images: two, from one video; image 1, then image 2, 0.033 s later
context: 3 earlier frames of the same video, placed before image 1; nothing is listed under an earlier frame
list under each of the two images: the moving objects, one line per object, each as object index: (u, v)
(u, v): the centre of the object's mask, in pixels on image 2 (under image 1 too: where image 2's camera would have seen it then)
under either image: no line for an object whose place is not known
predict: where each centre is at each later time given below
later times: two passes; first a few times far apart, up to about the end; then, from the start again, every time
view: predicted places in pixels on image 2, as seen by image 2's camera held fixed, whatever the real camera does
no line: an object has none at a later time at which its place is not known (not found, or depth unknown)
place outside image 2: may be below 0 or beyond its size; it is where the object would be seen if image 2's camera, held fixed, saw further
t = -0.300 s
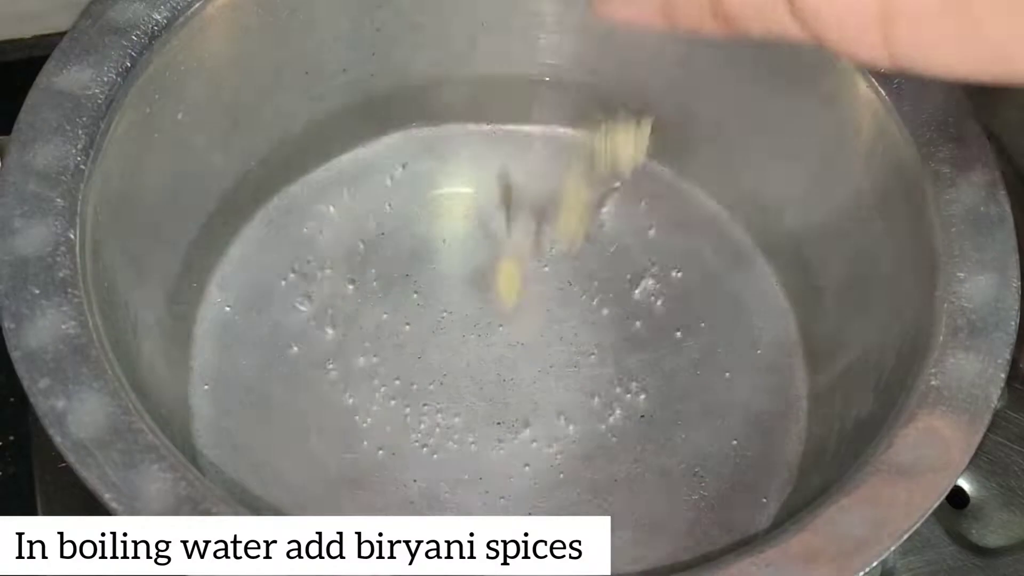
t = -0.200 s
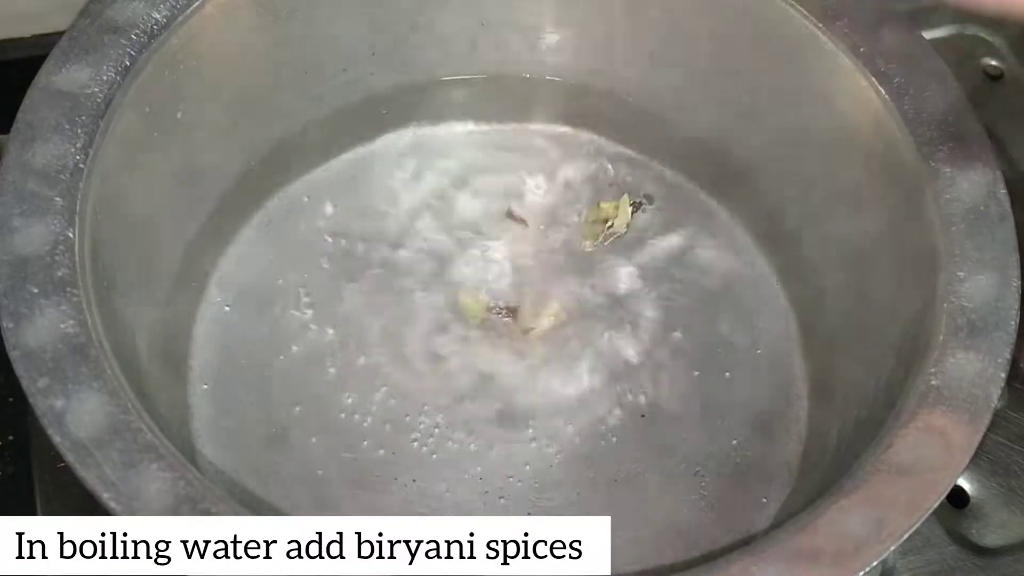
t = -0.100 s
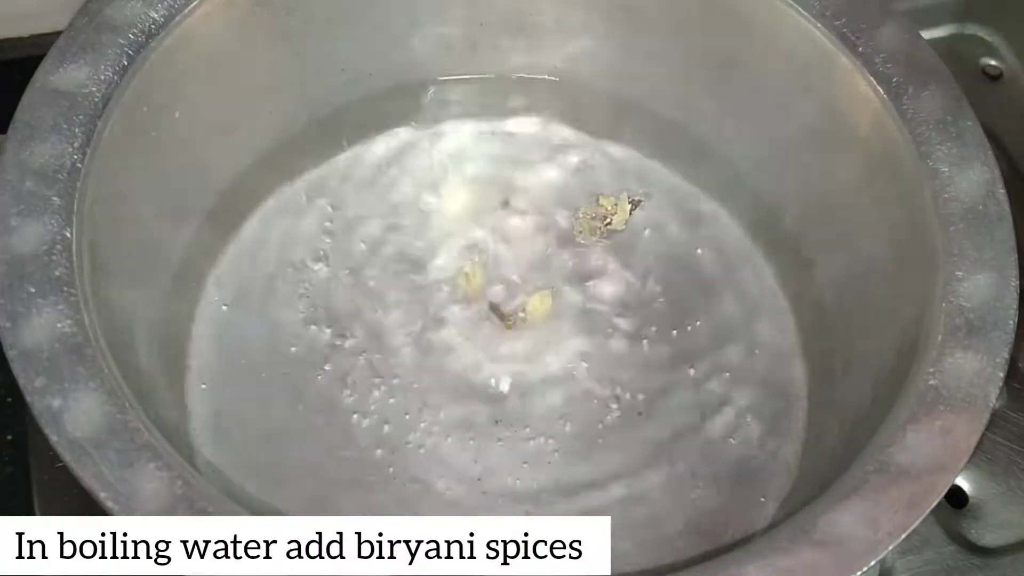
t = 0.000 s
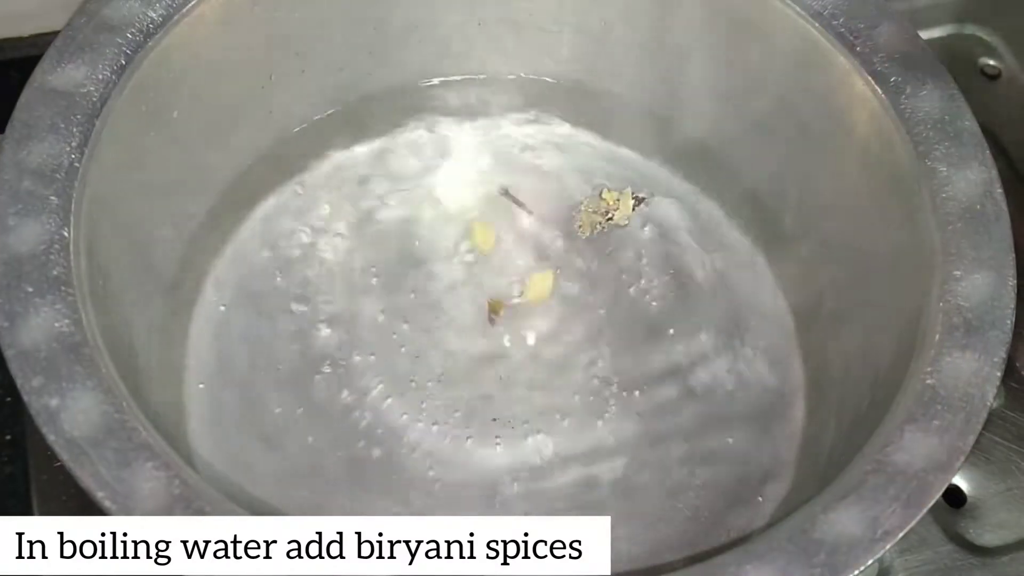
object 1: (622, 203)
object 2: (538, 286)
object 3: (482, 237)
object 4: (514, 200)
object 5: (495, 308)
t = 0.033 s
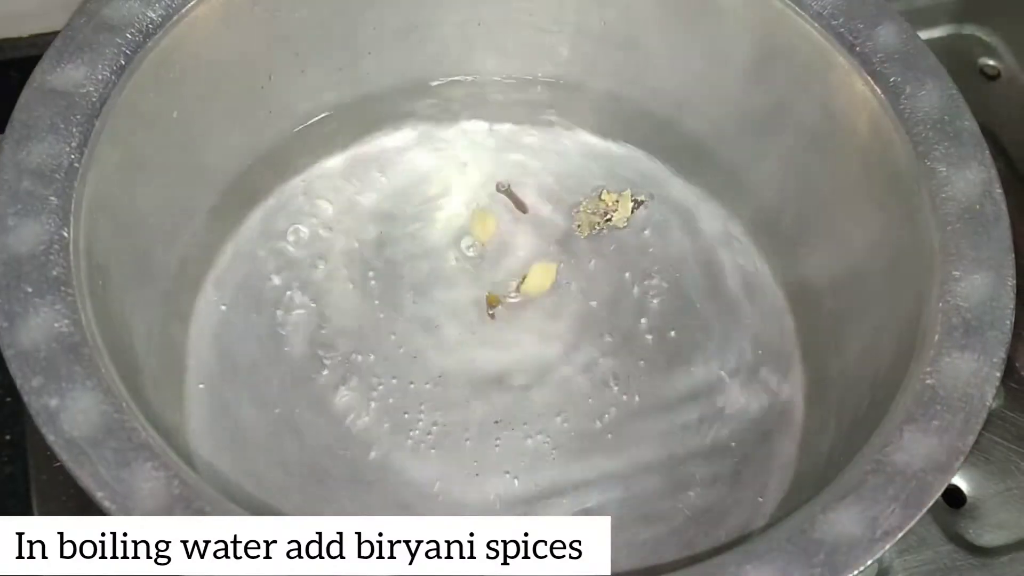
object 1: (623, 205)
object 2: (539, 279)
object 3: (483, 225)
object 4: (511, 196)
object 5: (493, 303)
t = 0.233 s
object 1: (623, 212)
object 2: (538, 252)
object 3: (493, 184)
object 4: (512, 177)
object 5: (485, 286)
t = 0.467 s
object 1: (619, 221)
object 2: (536, 235)
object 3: (495, 153)
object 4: (518, 168)
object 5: (476, 271)
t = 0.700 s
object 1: (613, 228)
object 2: (536, 223)
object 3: (501, 134)
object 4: (526, 159)
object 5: (472, 254)
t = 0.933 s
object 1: (606, 231)
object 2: (536, 210)
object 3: (513, 123)
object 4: (537, 157)
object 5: (469, 235)
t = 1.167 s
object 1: (597, 234)
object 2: (537, 202)
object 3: (522, 118)
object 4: (547, 154)
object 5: (467, 217)
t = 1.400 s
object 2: (539, 194)
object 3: (530, 115)
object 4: (561, 155)
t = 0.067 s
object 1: (622, 207)
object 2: (539, 270)
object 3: (484, 219)
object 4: (510, 191)
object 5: (492, 295)
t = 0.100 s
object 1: (623, 207)
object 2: (539, 266)
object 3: (488, 211)
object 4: (508, 186)
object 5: (490, 291)
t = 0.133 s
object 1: (623, 207)
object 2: (539, 263)
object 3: (491, 202)
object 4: (509, 181)
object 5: (487, 291)
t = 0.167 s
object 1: (623, 208)
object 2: (539, 260)
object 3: (492, 196)
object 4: (510, 178)
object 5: (486, 290)
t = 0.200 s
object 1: (624, 210)
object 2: (538, 256)
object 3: (492, 190)
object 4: (511, 178)
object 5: (486, 289)
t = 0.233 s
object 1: (623, 212)
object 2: (538, 252)
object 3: (493, 184)
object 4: (512, 177)
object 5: (485, 286)
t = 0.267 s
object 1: (622, 213)
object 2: (538, 250)
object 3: (494, 179)
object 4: (515, 175)
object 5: (484, 284)
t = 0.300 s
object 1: (621, 214)
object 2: (537, 248)
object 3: (493, 174)
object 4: (516, 174)
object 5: (482, 283)
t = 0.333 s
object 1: (620, 216)
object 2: (536, 246)
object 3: (494, 169)
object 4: (516, 174)
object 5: (481, 282)
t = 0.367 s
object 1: (620, 216)
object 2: (537, 243)
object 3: (494, 164)
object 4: (516, 173)
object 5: (479, 279)
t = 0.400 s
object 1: (620, 217)
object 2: (536, 240)
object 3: (494, 160)
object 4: (516, 172)
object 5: (478, 276)
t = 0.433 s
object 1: (620, 219)
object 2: (536, 237)
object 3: (494, 157)
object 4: (517, 171)
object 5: (477, 274)
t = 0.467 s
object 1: (619, 221)
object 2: (536, 235)
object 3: (495, 153)
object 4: (518, 168)
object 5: (476, 271)
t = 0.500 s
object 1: (619, 222)
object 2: (535, 233)
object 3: (496, 149)
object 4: (519, 167)
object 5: (475, 269)
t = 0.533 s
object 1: (617, 222)
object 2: (535, 231)
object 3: (496, 147)
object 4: (520, 164)
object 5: (474, 268)
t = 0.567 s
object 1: (617, 223)
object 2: (536, 229)
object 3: (497, 143)
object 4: (520, 162)
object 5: (474, 266)
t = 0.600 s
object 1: (615, 225)
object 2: (536, 227)
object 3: (498, 141)
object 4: (521, 161)
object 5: (473, 265)
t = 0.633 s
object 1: (614, 227)
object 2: (535, 226)
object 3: (498, 139)
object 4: (522, 161)
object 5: (472, 261)
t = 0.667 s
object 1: (614, 227)
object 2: (536, 225)
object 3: (500, 137)
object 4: (523, 159)
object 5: (472, 257)
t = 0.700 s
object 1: (613, 228)
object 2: (536, 223)
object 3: (501, 134)
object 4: (526, 159)
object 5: (472, 254)
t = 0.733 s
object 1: (613, 228)
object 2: (536, 221)
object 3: (503, 132)
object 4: (527, 158)
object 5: (472, 252)
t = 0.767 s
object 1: (613, 229)
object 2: (536, 220)
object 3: (504, 130)
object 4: (529, 158)
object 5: (471, 250)
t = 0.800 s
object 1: (612, 229)
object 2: (536, 218)
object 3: (506, 128)
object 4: (532, 159)
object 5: (471, 247)
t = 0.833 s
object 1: (611, 230)
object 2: (536, 217)
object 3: (507, 126)
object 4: (533, 157)
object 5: (470, 245)
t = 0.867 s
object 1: (610, 231)
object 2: (536, 216)
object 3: (509, 125)
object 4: (534, 157)
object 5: (470, 243)
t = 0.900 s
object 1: (607, 231)
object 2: (536, 212)
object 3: (512, 124)
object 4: (536, 157)
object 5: (469, 236)
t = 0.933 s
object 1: (606, 231)
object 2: (536, 210)
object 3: (513, 123)
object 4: (537, 157)
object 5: (469, 235)
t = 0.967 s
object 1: (604, 232)
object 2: (535, 209)
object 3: (514, 123)
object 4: (539, 158)
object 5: (469, 232)
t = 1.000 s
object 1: (603, 232)
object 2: (536, 209)
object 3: (516, 122)
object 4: (540, 157)
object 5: (469, 230)
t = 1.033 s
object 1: (602, 233)
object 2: (536, 208)
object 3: (517, 120)
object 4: (541, 156)
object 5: (469, 227)
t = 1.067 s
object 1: (601, 233)
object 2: (536, 205)
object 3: (518, 120)
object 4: (542, 156)
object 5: (468, 223)
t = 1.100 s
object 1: (601, 233)
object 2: (537, 204)
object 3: (519, 119)
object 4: (544, 155)
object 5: (467, 220)
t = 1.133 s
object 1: (600, 233)
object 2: (537, 203)
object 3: (521, 118)
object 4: (546, 154)
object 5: (467, 219)
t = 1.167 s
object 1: (597, 234)
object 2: (537, 202)
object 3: (522, 118)
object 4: (547, 154)
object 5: (467, 217)
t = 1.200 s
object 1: (596, 234)
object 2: (537, 201)
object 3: (524, 118)
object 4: (549, 154)
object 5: (467, 213)
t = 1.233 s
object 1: (595, 234)
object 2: (537, 200)
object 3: (525, 118)
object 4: (551, 155)
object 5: (467, 210)
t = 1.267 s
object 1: (594, 234)
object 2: (538, 199)
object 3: (526, 118)
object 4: (553, 155)
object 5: (465, 207)
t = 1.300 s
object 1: (592, 235)
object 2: (538, 198)
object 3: (527, 117)
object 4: (554, 154)
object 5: (464, 207)
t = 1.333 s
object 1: (591, 234)
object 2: (538, 196)
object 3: (528, 117)
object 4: (556, 154)
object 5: (463, 204)
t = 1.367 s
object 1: (590, 234)
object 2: (539, 195)
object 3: (529, 116)
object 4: (558, 155)
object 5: (462, 200)
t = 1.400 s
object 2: (539, 194)
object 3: (530, 115)
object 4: (561, 155)
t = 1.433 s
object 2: (539, 192)
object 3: (531, 115)
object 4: (562, 154)
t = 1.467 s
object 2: (539, 192)
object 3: (533, 115)
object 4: (565, 155)
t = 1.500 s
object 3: (534, 115)
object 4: (567, 156)
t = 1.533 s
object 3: (535, 116)
